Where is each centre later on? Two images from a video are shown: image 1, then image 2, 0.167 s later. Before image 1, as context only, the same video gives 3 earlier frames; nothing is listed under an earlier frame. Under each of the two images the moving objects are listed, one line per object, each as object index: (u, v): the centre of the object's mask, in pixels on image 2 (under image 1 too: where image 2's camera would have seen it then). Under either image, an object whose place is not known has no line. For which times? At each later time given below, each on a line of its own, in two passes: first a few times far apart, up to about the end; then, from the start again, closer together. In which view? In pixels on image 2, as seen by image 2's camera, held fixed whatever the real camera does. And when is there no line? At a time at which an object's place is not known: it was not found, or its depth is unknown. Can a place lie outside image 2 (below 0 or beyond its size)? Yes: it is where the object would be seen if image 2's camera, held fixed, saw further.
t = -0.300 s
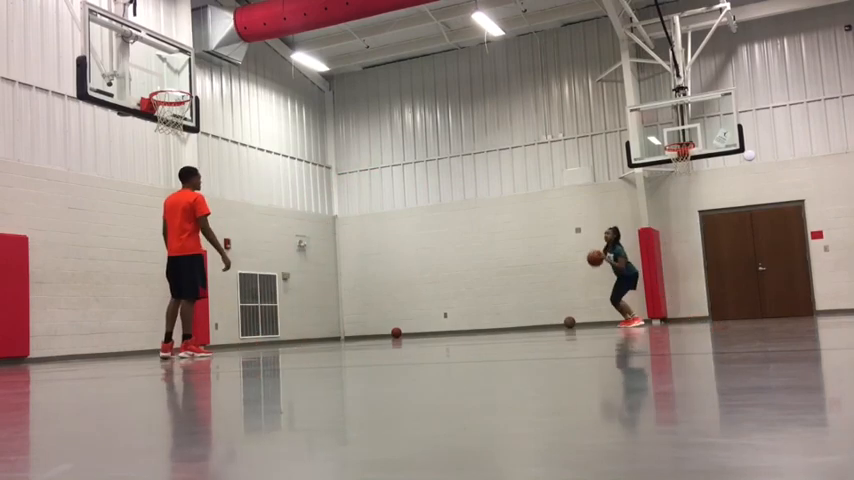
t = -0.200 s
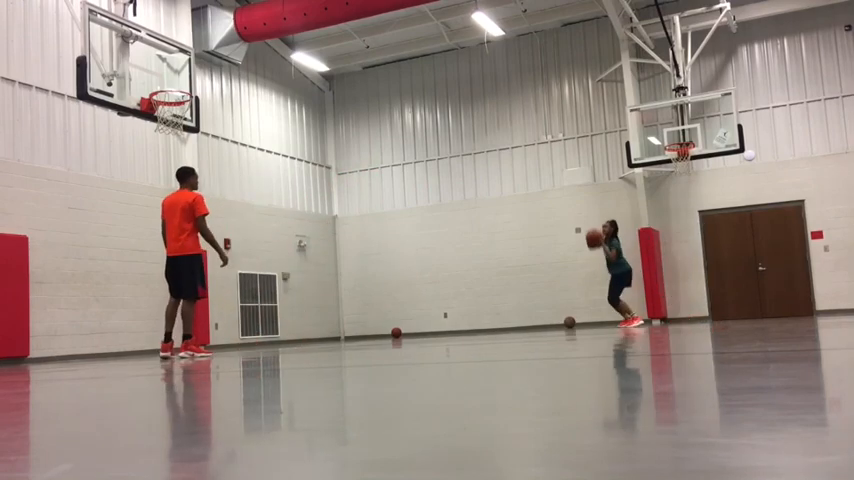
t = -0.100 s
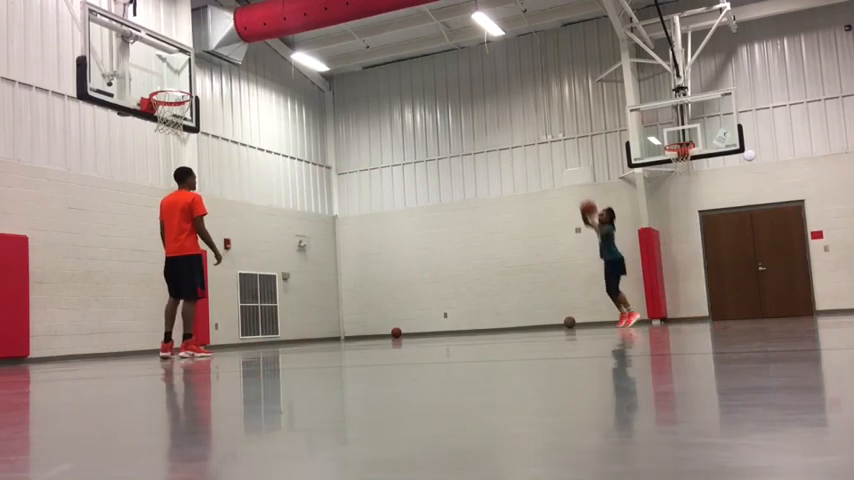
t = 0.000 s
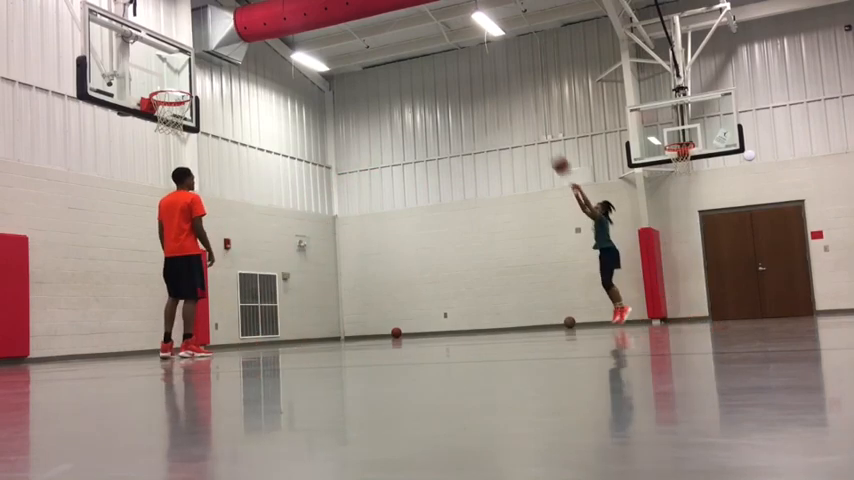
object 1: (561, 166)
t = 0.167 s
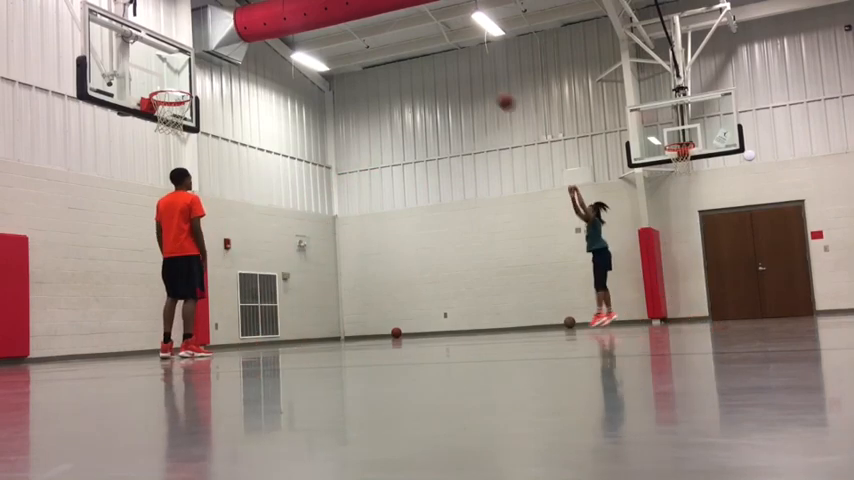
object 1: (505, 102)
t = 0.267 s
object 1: (472, 71)
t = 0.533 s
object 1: (384, 18)
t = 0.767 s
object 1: (306, 11)
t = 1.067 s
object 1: (197, 63)
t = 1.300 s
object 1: (184, 105)
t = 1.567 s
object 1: (164, 115)
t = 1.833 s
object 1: (145, 151)
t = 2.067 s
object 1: (130, 236)
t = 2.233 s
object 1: (118, 325)
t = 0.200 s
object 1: (494, 91)
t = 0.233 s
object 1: (483, 81)
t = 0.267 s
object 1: (472, 71)
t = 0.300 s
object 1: (461, 62)
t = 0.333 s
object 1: (451, 54)
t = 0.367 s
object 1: (439, 47)
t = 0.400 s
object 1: (429, 40)
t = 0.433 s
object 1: (417, 33)
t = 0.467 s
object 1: (407, 27)
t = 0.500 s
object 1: (395, 23)
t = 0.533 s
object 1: (384, 18)
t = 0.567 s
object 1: (374, 14)
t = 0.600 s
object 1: (362, 11)
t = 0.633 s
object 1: (351, 9)
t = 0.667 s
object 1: (339, 7)
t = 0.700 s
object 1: (329, 7)
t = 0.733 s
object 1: (318, 9)
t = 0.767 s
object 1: (306, 11)
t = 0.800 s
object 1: (295, 13)
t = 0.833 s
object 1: (281, 16)
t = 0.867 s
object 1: (270, 21)
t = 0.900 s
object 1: (259, 25)
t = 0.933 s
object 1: (247, 31)
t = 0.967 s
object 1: (234, 38)
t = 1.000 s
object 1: (223, 44)
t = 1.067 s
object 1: (197, 63)
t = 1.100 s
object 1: (183, 72)
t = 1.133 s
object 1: (170, 83)
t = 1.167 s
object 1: (164, 94)
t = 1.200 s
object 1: (166, 99)
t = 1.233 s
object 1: (172, 102)
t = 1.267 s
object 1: (180, 103)
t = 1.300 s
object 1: (184, 105)
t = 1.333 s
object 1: (184, 109)
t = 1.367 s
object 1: (182, 112)
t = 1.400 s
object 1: (180, 112)
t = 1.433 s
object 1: (177, 110)
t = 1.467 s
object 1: (174, 109)
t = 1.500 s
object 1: (172, 108)
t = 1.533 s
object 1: (168, 113)
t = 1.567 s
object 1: (164, 115)
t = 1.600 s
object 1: (162, 115)
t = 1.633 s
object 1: (160, 118)
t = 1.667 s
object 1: (157, 121)
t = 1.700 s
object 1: (155, 124)
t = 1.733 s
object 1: (152, 129)
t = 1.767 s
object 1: (150, 136)
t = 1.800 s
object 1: (147, 143)
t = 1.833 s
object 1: (145, 151)
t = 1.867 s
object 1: (143, 160)
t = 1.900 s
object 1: (140, 171)
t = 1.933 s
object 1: (138, 182)
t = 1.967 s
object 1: (136, 194)
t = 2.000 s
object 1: (134, 207)
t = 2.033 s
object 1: (132, 221)
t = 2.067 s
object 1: (130, 236)
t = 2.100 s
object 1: (128, 251)
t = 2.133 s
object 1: (125, 268)
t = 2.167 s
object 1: (123, 287)
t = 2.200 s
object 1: (120, 305)
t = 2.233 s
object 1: (118, 325)
